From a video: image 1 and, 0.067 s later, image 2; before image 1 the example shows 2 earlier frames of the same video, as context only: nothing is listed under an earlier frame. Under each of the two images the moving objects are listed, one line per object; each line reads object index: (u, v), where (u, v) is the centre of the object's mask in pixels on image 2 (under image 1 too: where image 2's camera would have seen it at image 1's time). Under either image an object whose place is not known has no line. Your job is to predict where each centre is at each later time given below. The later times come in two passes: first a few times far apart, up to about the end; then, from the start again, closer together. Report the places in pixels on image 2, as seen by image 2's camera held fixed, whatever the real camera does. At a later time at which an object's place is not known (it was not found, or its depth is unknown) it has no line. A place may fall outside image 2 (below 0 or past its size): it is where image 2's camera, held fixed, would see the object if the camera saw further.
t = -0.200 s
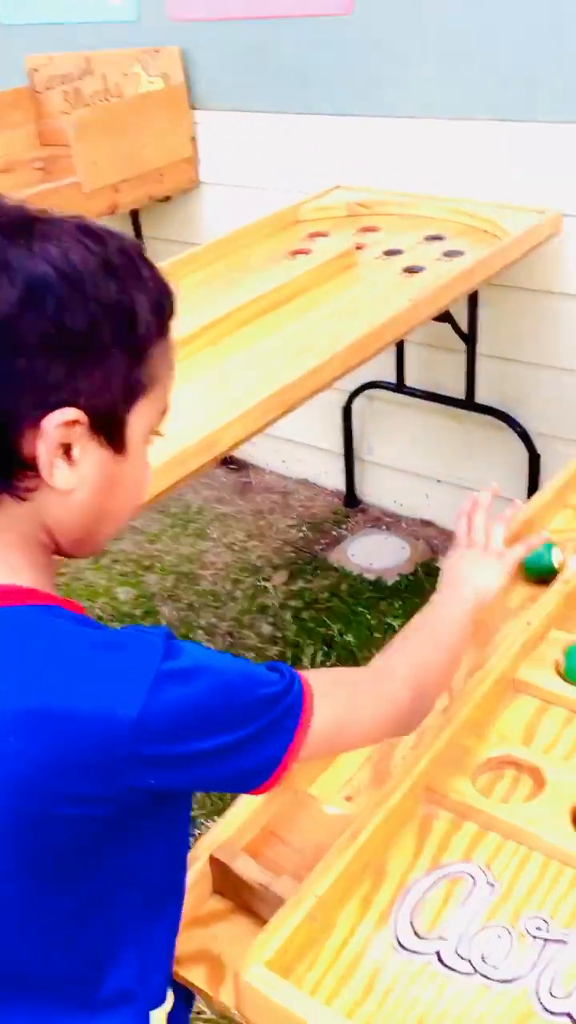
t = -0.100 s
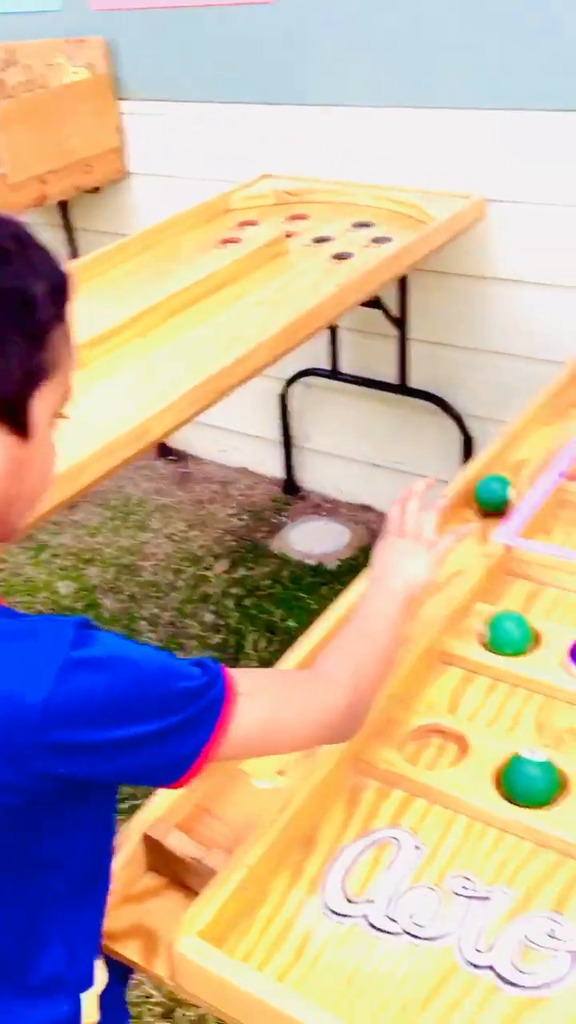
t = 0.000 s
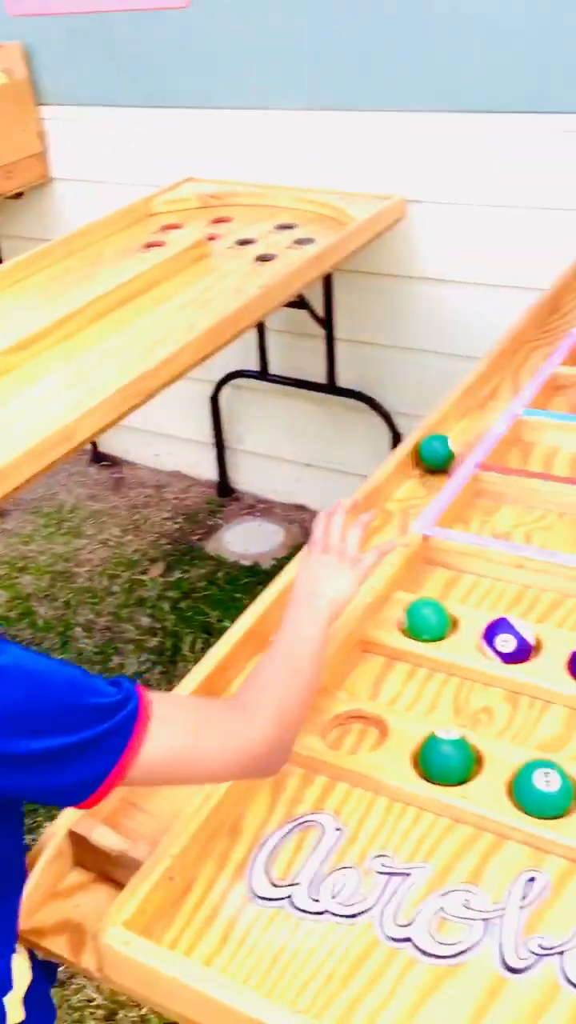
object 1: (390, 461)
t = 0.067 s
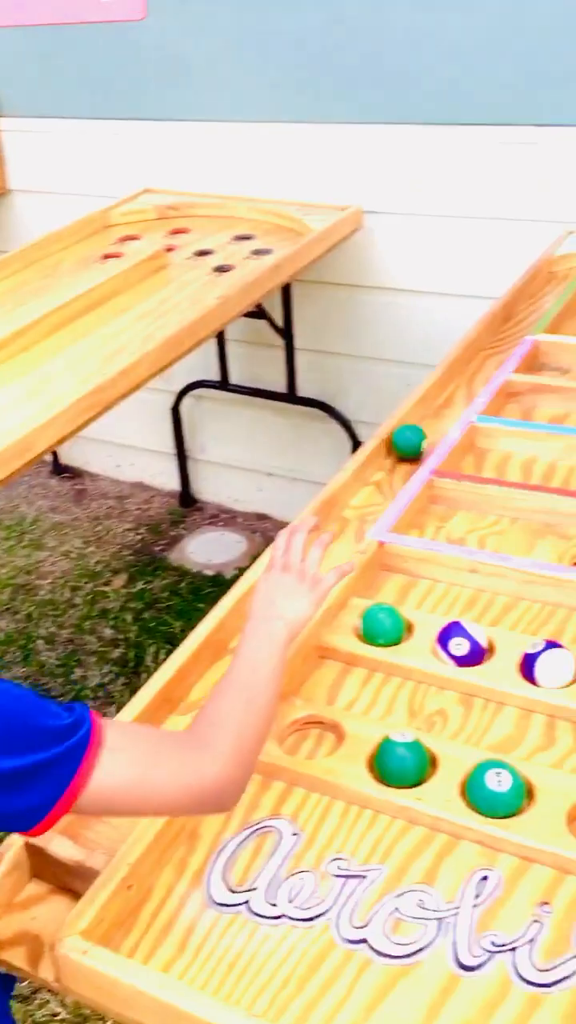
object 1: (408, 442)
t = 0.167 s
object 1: (430, 418)
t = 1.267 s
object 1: (535, 305)
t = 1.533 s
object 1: (534, 305)
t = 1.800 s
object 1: (526, 310)
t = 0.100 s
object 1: (416, 433)
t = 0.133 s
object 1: (424, 425)
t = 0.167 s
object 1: (430, 418)
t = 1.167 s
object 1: (534, 308)
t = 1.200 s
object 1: (534, 307)
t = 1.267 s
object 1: (535, 305)
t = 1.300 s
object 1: (535, 305)
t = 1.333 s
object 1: (536, 305)
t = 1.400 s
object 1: (536, 304)
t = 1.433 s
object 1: (536, 304)
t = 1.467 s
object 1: (535, 304)
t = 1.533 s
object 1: (534, 305)
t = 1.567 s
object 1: (534, 305)
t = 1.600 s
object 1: (533, 305)
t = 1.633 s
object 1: (532, 306)
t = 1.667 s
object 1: (531, 307)
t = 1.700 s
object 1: (530, 307)
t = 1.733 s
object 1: (528, 308)
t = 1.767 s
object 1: (527, 309)
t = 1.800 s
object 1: (526, 310)
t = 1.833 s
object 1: (524, 311)
